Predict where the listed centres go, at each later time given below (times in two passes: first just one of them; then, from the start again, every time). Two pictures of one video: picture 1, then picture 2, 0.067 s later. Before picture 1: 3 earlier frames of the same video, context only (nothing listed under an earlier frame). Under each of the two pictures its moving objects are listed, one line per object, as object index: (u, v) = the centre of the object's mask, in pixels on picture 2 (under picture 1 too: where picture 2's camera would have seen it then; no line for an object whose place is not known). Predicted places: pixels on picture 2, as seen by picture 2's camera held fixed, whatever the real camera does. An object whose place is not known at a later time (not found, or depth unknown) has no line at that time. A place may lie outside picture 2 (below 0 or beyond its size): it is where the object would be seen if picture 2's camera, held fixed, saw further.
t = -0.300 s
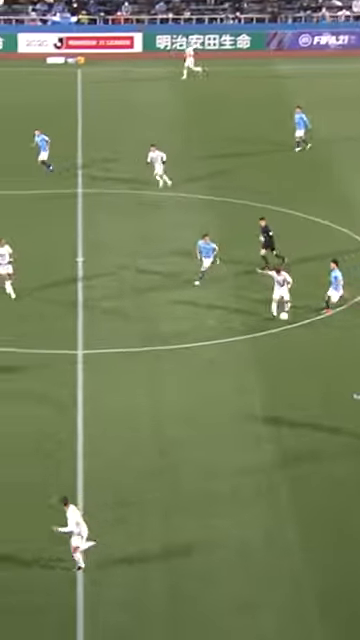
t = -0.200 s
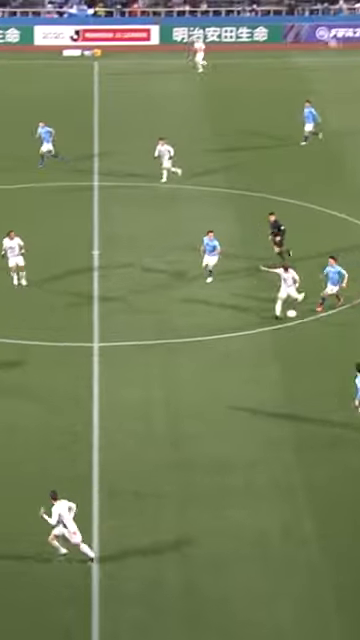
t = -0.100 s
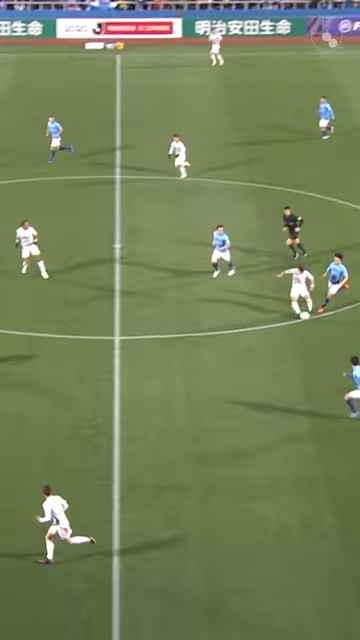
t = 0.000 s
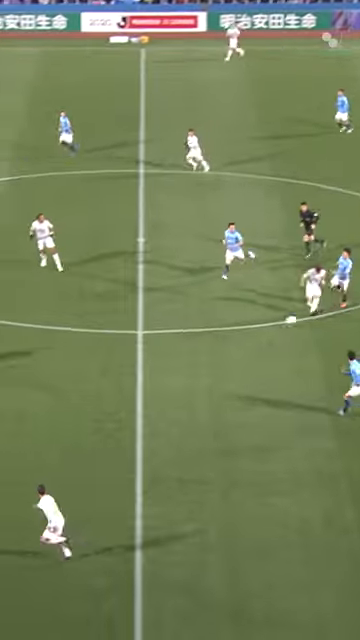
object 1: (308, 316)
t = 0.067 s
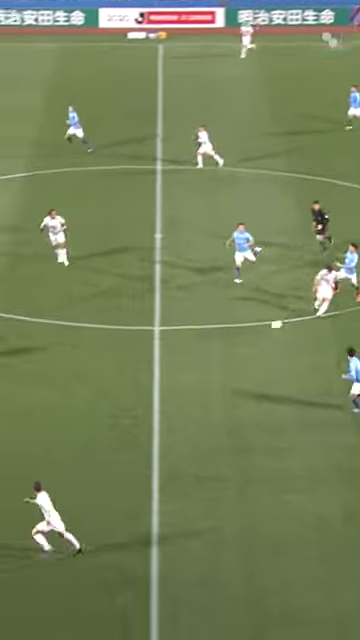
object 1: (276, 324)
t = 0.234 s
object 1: (194, 354)
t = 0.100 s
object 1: (260, 329)
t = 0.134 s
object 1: (243, 335)
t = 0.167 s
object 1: (227, 340)
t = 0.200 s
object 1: (210, 347)
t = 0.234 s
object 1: (194, 354)
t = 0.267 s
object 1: (177, 361)
